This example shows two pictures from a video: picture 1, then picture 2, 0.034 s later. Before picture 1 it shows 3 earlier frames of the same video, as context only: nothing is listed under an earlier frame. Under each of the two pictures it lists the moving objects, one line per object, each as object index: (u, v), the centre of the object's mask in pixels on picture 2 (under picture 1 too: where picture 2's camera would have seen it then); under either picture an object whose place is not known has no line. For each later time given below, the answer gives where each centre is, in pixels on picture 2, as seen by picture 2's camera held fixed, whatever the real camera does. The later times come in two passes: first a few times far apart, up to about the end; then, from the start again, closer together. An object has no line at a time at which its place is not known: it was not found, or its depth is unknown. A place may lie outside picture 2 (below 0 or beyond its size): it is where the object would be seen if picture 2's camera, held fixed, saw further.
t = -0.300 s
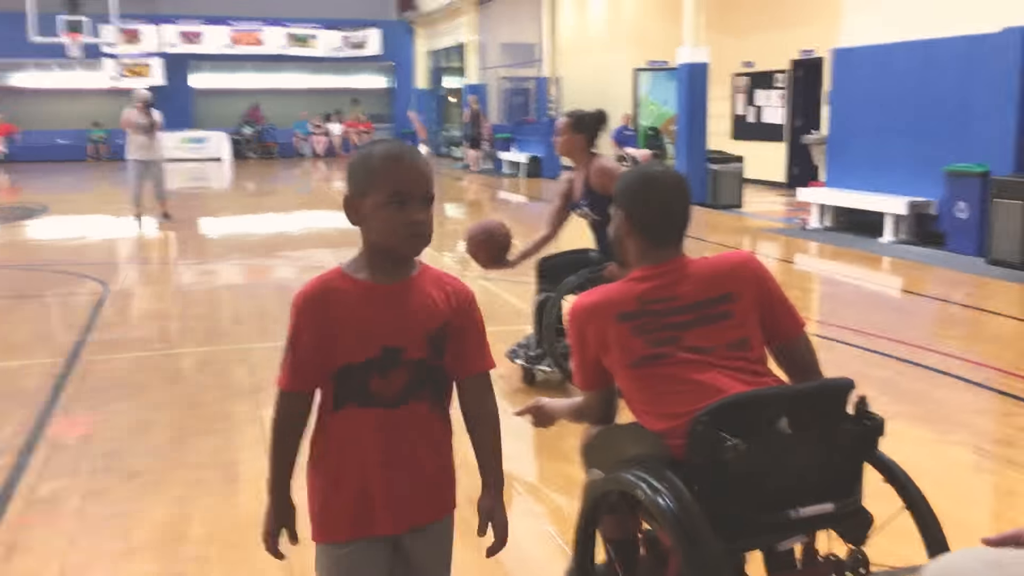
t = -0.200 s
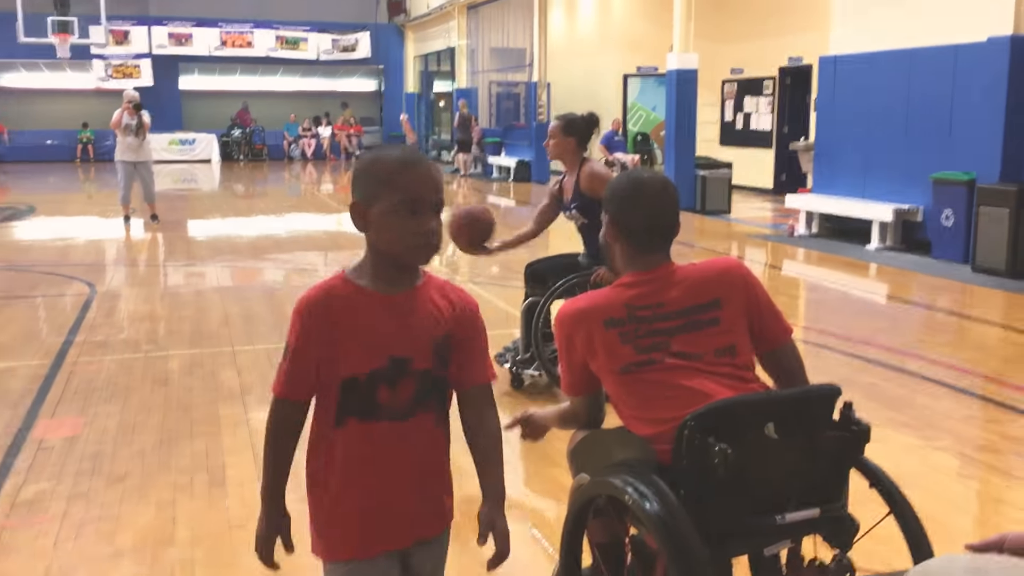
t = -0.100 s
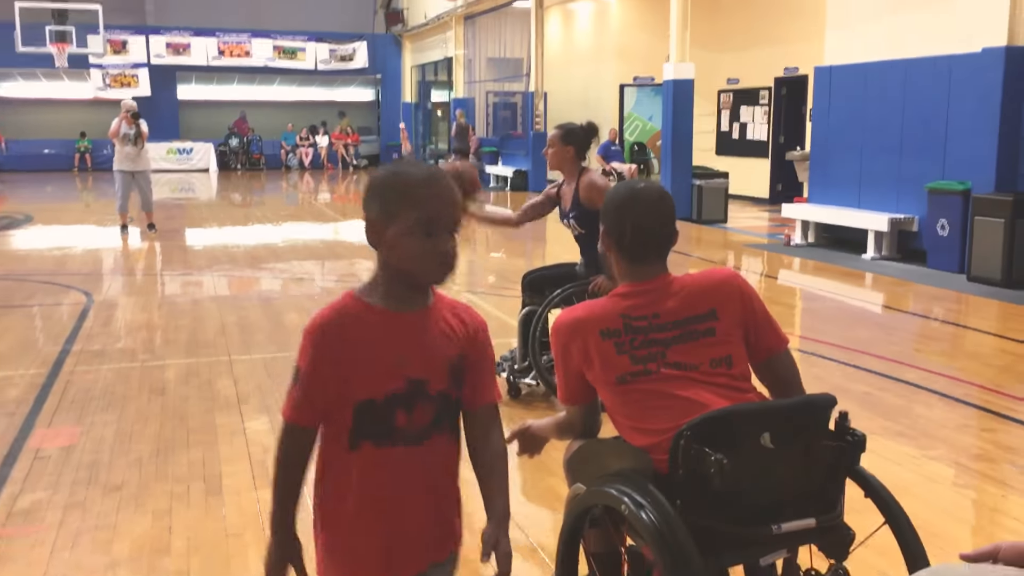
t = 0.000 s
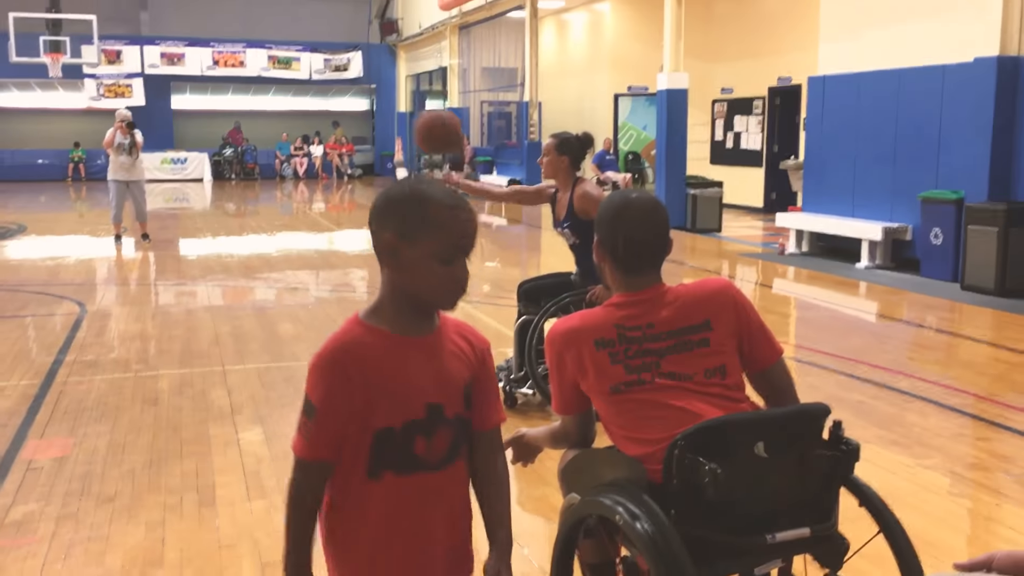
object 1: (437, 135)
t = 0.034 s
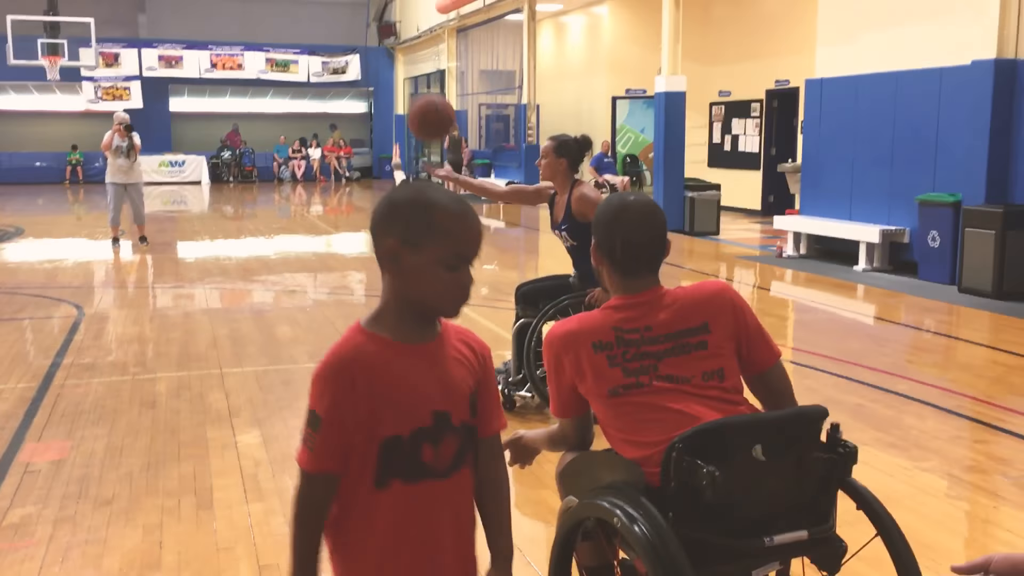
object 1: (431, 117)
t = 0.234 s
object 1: (406, 63)
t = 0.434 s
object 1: (382, 88)
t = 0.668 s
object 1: (358, 214)
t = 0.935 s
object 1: (339, 308)
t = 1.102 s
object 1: (329, 221)
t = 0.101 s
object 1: (422, 91)
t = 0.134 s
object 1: (419, 80)
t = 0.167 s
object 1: (414, 73)
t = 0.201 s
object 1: (410, 67)
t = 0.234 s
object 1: (406, 63)
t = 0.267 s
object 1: (402, 61)
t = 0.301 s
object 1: (398, 62)
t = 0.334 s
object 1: (394, 66)
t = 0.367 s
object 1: (390, 71)
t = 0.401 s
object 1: (386, 78)
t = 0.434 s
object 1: (382, 88)
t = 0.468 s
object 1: (379, 100)
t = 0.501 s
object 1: (375, 114)
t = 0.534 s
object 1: (372, 132)
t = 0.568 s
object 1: (367, 150)
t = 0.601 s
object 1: (365, 169)
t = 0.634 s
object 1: (363, 194)
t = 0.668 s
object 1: (358, 214)
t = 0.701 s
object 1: (356, 247)
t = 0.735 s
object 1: (353, 274)
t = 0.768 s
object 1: (351, 306)
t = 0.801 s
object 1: (346, 337)
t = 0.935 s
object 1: (339, 308)
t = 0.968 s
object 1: (336, 288)
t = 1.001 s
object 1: (335, 269)
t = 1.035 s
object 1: (331, 252)
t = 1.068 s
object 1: (330, 234)
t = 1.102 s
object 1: (329, 221)
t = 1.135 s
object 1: (328, 209)
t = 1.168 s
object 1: (326, 200)
